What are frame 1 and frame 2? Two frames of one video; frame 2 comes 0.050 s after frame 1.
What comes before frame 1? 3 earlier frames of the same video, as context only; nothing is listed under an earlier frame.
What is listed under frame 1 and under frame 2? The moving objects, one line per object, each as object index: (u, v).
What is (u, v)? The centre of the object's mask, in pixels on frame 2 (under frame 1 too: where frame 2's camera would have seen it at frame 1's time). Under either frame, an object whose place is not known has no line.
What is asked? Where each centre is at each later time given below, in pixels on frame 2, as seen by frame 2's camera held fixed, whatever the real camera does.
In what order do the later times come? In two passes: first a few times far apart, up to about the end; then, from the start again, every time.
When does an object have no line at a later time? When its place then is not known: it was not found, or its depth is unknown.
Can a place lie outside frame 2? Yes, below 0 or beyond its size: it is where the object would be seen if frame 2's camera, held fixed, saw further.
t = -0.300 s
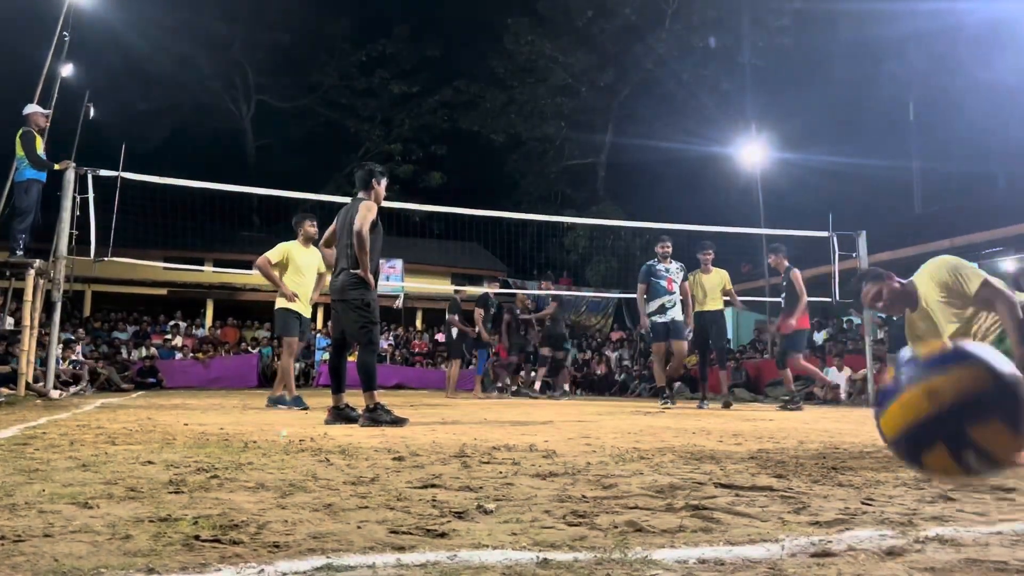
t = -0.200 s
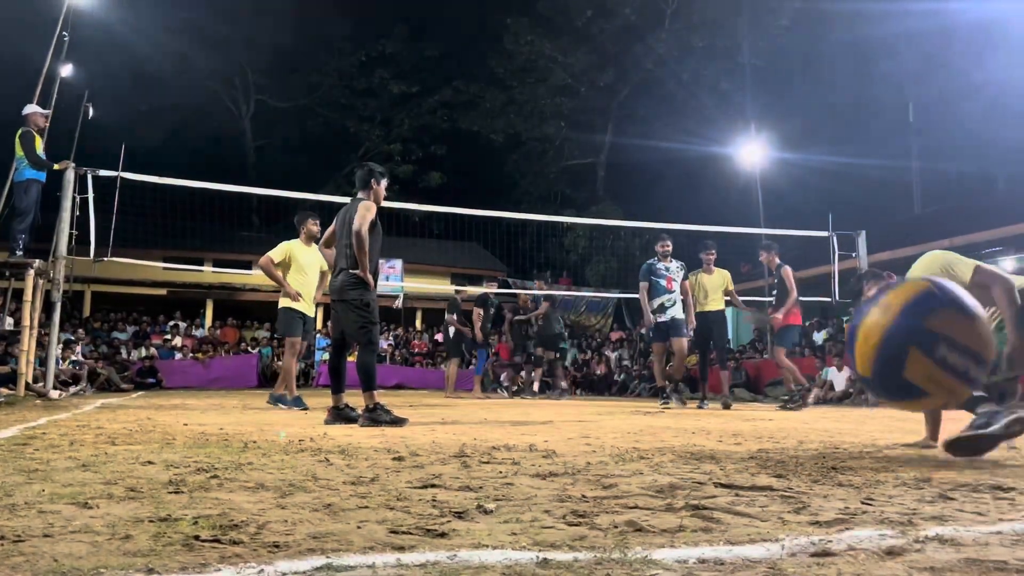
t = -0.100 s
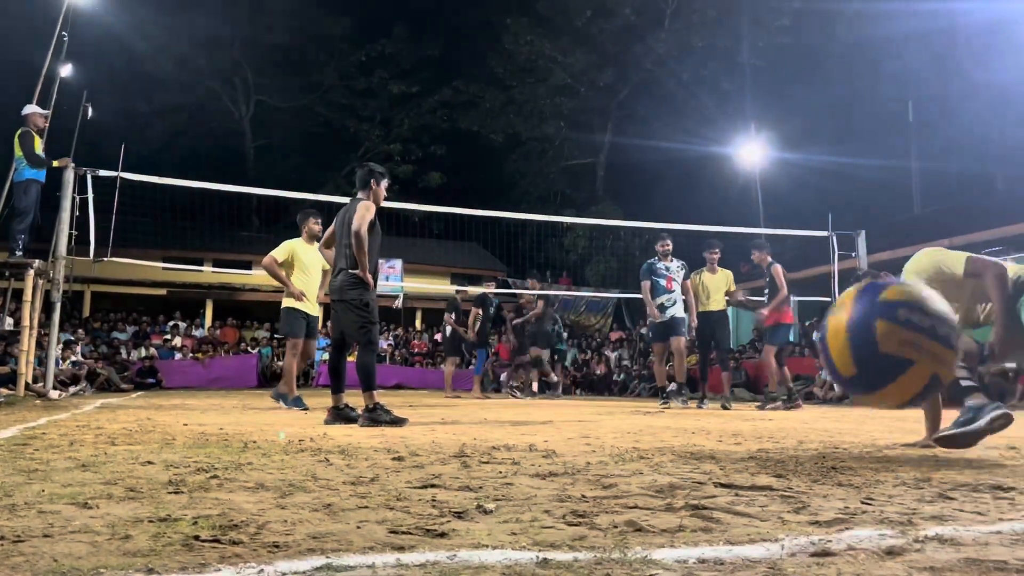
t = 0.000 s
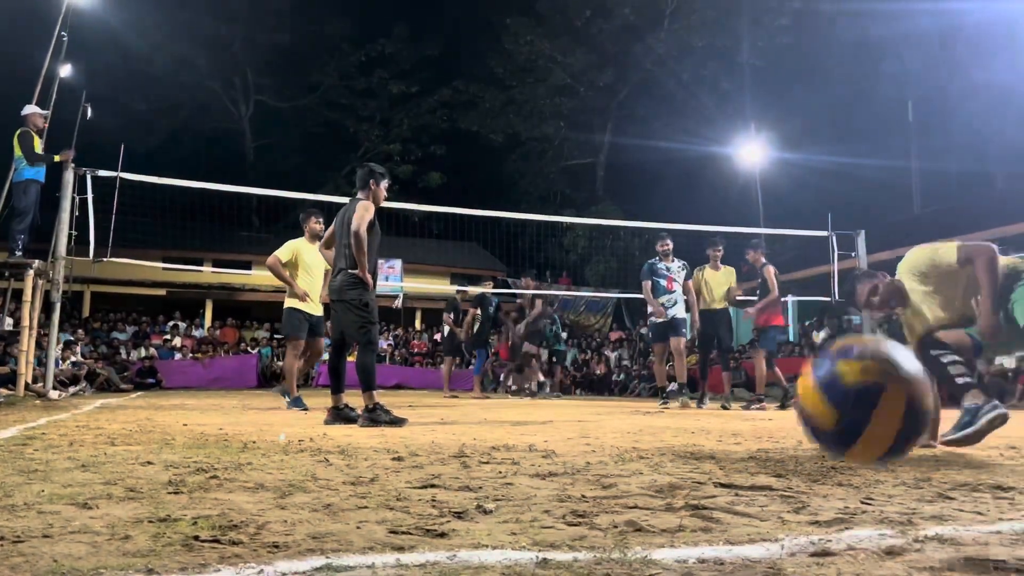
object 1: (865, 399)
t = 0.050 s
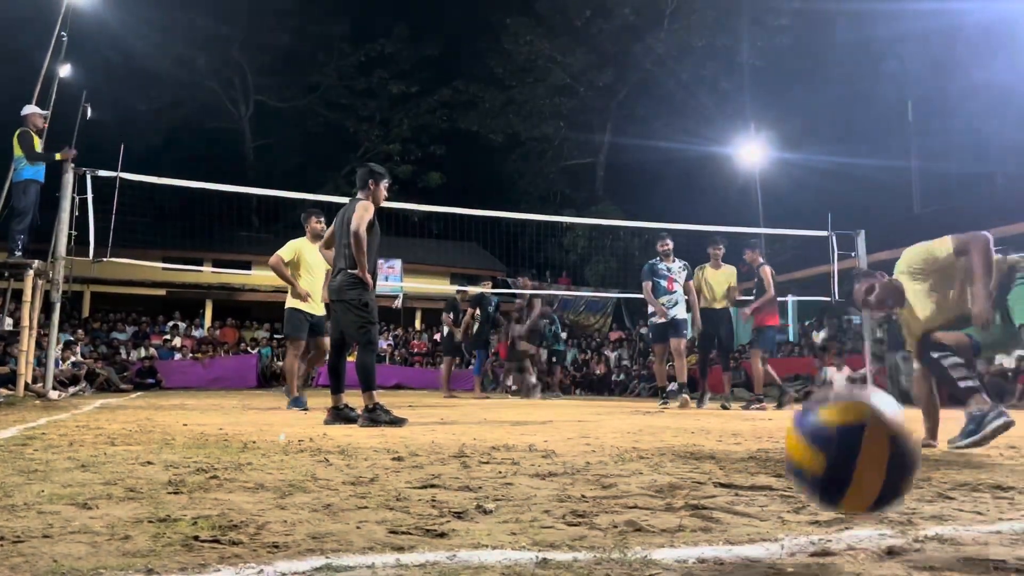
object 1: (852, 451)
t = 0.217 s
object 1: (796, 409)
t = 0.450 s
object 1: (725, 476)
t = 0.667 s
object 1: (653, 460)
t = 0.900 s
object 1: (600, 458)
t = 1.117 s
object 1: (568, 453)
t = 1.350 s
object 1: (540, 449)
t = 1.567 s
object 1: (515, 449)
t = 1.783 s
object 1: (488, 448)
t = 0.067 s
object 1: (848, 471)
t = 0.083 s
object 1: (845, 492)
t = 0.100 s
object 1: (839, 483)
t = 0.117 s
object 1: (831, 468)
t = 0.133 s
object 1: (825, 453)
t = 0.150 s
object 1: (819, 442)
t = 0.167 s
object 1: (813, 431)
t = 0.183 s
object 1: (808, 422)
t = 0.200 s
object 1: (802, 414)
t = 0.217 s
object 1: (796, 409)
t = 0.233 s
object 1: (790, 404)
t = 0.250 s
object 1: (784, 402)
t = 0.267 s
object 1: (779, 402)
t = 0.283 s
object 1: (774, 403)
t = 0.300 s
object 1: (768, 405)
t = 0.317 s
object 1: (763, 409)
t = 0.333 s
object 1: (759, 414)
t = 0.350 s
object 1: (753, 419)
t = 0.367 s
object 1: (749, 427)
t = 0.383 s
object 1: (744, 437)
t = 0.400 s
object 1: (740, 447)
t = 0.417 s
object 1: (735, 459)
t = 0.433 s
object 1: (730, 473)
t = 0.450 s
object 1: (725, 476)
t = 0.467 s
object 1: (718, 464)
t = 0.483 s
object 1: (713, 455)
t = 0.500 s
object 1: (707, 449)
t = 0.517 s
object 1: (701, 444)
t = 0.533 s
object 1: (695, 440)
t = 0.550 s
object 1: (690, 438)
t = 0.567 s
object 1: (684, 437)
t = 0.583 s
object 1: (679, 437)
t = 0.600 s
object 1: (673, 439)
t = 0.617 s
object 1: (668, 443)
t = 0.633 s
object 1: (663, 447)
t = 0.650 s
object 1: (658, 454)
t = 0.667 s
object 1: (653, 460)
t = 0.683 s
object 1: (648, 467)
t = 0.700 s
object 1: (644, 461)
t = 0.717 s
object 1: (640, 457)
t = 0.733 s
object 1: (635, 455)
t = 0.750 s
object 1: (632, 454)
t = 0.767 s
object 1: (628, 455)
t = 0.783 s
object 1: (623, 457)
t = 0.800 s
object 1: (619, 460)
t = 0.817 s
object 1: (615, 462)
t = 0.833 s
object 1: (612, 460)
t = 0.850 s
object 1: (609, 459)
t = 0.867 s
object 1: (606, 459)
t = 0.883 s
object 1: (603, 458)
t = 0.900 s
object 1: (600, 458)
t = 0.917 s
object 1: (597, 457)
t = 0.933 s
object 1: (594, 456)
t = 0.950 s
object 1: (592, 456)
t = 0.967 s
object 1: (589, 456)
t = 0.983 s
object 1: (586, 456)
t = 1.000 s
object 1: (583, 455)
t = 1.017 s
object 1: (581, 455)
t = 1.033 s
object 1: (578, 455)
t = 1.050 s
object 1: (576, 455)
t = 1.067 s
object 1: (573, 455)
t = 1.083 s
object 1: (571, 454)
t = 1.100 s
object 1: (569, 453)
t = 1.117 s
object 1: (568, 453)
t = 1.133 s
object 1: (566, 452)
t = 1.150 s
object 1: (564, 451)
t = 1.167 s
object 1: (562, 450)
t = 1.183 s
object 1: (560, 450)
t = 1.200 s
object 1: (558, 450)
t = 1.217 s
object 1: (556, 450)
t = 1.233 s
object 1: (553, 450)
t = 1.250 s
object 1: (552, 449)
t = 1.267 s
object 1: (549, 449)
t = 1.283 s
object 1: (548, 449)
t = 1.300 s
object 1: (546, 449)
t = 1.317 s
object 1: (544, 449)
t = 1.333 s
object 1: (542, 449)
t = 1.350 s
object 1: (540, 449)
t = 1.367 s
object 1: (538, 449)
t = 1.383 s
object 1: (537, 449)
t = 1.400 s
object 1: (535, 449)
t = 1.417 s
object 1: (533, 449)
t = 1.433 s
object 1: (531, 449)
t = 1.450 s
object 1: (529, 449)
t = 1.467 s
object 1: (528, 449)
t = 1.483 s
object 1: (526, 449)
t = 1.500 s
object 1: (523, 449)
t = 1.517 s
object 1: (521, 449)
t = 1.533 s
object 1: (519, 449)
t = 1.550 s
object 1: (517, 449)
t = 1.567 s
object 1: (515, 449)
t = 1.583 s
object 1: (514, 450)
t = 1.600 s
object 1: (512, 450)
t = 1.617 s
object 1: (510, 451)
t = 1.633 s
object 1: (506, 449)
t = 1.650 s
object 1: (504, 449)
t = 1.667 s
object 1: (502, 450)
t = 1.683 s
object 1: (499, 450)
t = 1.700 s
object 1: (498, 450)
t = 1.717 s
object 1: (496, 449)
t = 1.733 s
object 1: (494, 449)
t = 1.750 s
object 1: (492, 449)
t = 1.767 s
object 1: (490, 449)
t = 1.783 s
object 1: (488, 448)
